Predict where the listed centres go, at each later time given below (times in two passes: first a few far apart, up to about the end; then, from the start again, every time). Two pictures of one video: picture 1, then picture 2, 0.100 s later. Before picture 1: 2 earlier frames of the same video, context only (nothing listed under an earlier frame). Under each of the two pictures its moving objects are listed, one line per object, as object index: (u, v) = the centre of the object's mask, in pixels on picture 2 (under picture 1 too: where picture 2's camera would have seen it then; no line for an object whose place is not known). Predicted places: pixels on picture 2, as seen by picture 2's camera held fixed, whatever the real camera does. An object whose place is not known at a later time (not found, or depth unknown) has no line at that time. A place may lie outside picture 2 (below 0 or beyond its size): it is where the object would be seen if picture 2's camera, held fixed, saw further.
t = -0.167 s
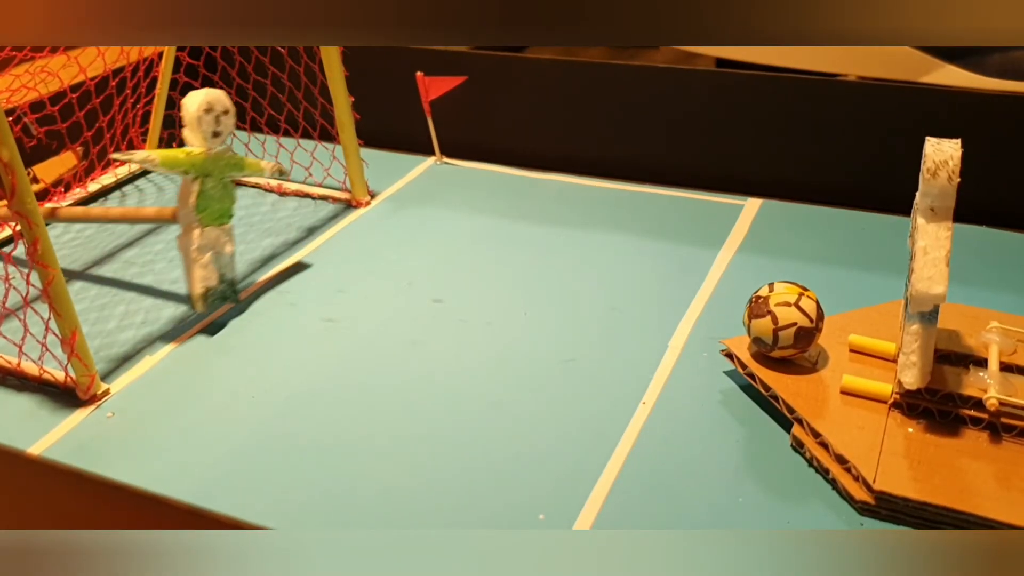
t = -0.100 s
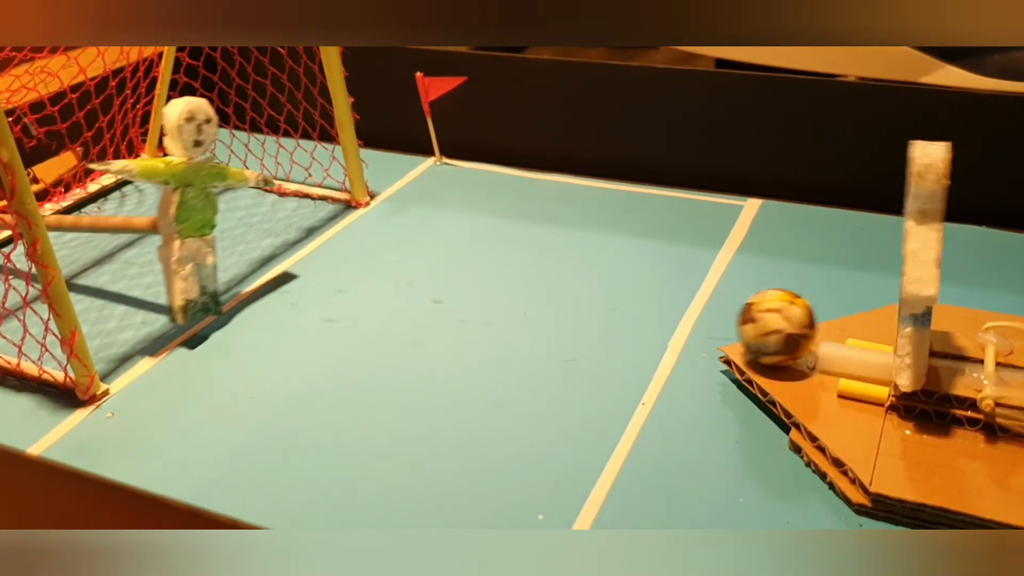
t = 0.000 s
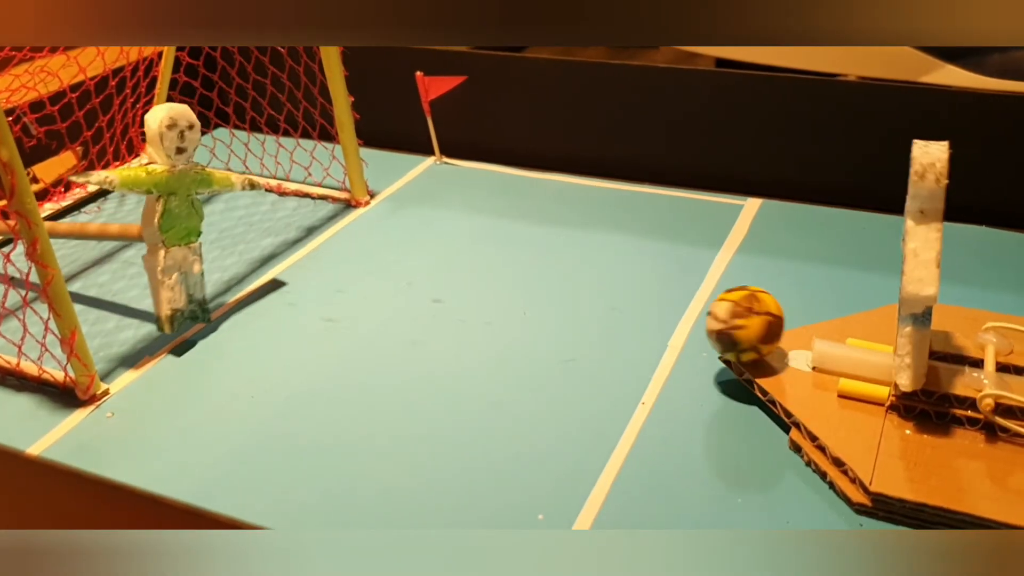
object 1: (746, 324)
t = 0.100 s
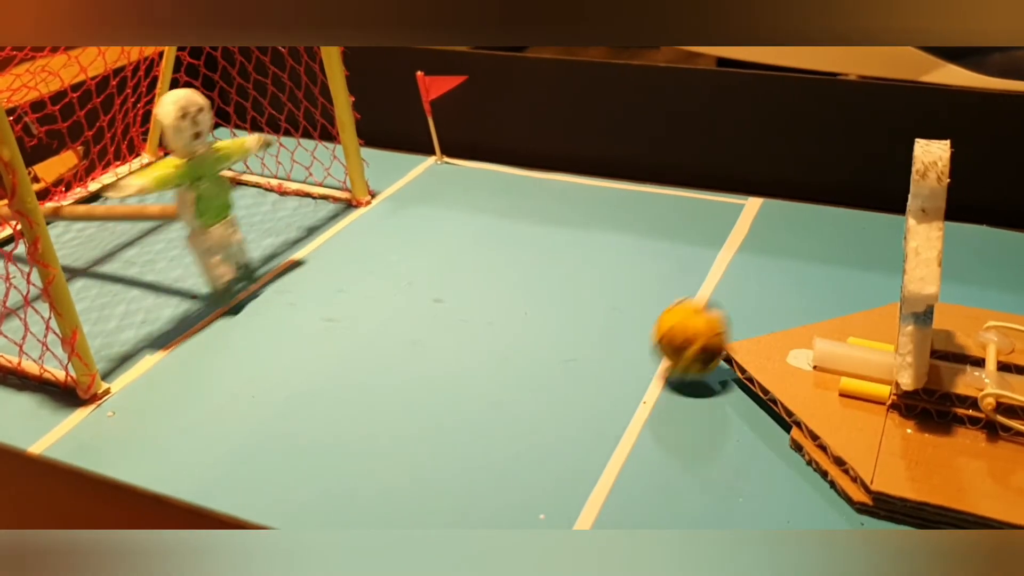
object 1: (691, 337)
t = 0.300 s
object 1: (549, 351)
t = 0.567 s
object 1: (349, 364)
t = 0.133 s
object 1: (667, 341)
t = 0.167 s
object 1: (643, 347)
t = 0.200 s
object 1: (620, 346)
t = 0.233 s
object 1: (595, 347)
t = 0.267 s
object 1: (572, 350)
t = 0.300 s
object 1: (549, 351)
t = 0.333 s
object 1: (525, 354)
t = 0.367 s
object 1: (500, 356)
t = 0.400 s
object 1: (476, 357)
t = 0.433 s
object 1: (450, 359)
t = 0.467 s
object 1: (426, 361)
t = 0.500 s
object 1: (400, 361)
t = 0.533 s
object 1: (375, 364)
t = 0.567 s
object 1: (349, 364)
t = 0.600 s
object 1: (323, 366)
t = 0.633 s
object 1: (298, 370)
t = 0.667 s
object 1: (271, 372)
